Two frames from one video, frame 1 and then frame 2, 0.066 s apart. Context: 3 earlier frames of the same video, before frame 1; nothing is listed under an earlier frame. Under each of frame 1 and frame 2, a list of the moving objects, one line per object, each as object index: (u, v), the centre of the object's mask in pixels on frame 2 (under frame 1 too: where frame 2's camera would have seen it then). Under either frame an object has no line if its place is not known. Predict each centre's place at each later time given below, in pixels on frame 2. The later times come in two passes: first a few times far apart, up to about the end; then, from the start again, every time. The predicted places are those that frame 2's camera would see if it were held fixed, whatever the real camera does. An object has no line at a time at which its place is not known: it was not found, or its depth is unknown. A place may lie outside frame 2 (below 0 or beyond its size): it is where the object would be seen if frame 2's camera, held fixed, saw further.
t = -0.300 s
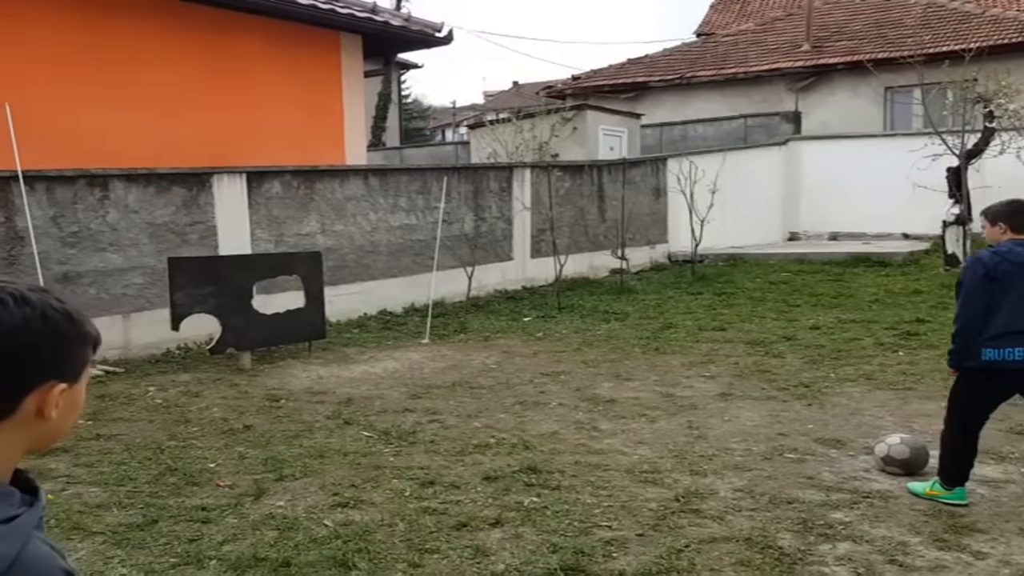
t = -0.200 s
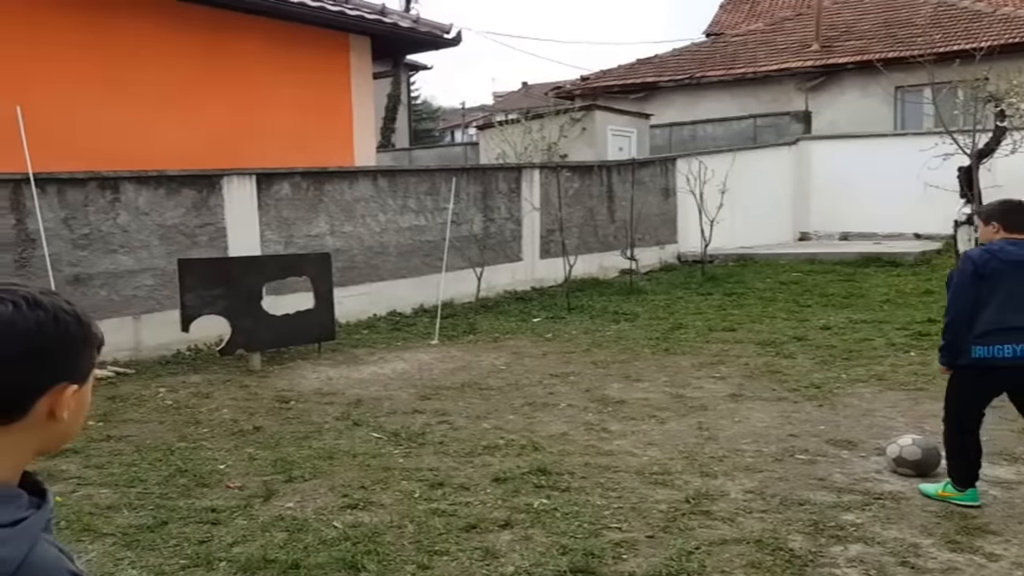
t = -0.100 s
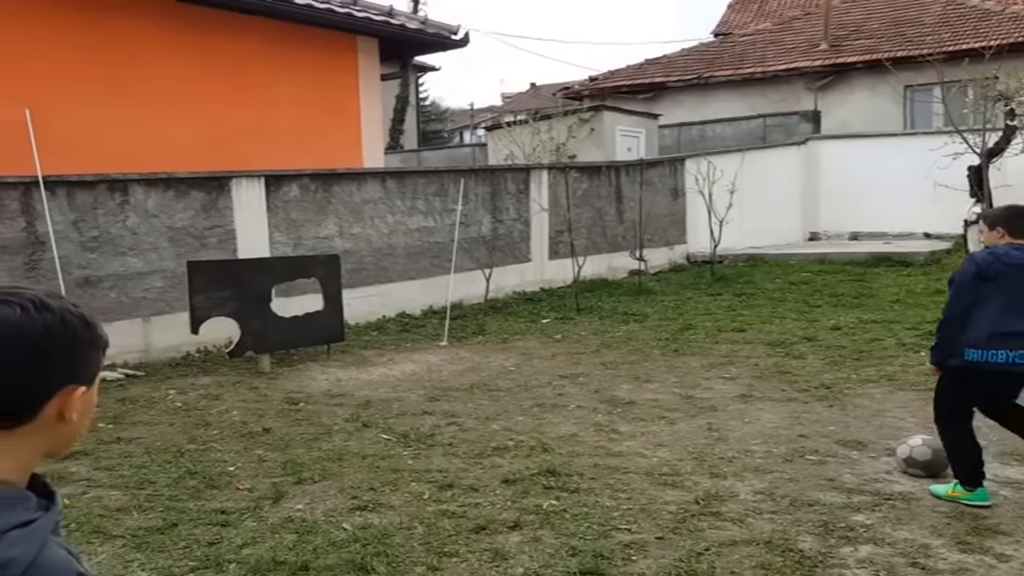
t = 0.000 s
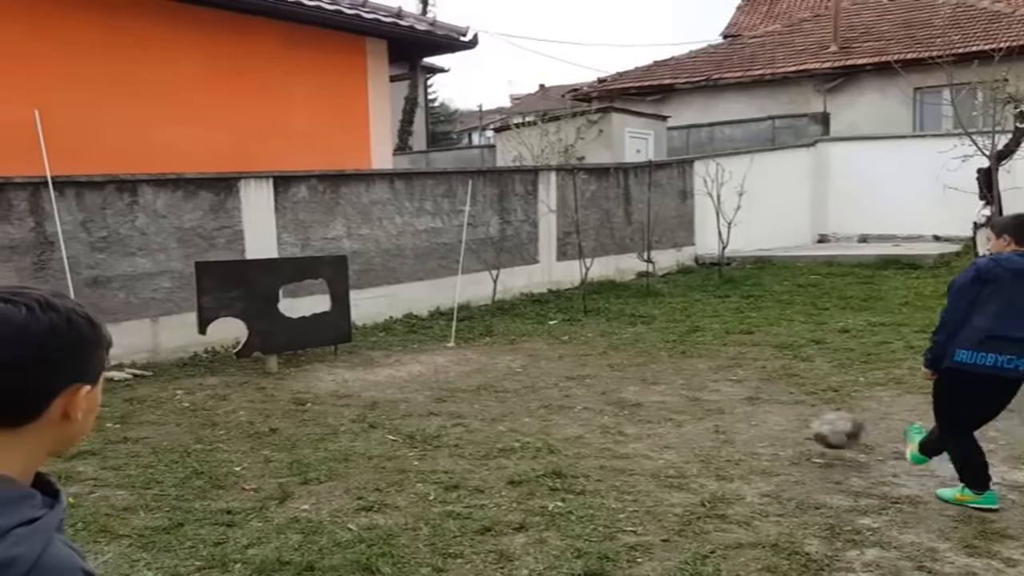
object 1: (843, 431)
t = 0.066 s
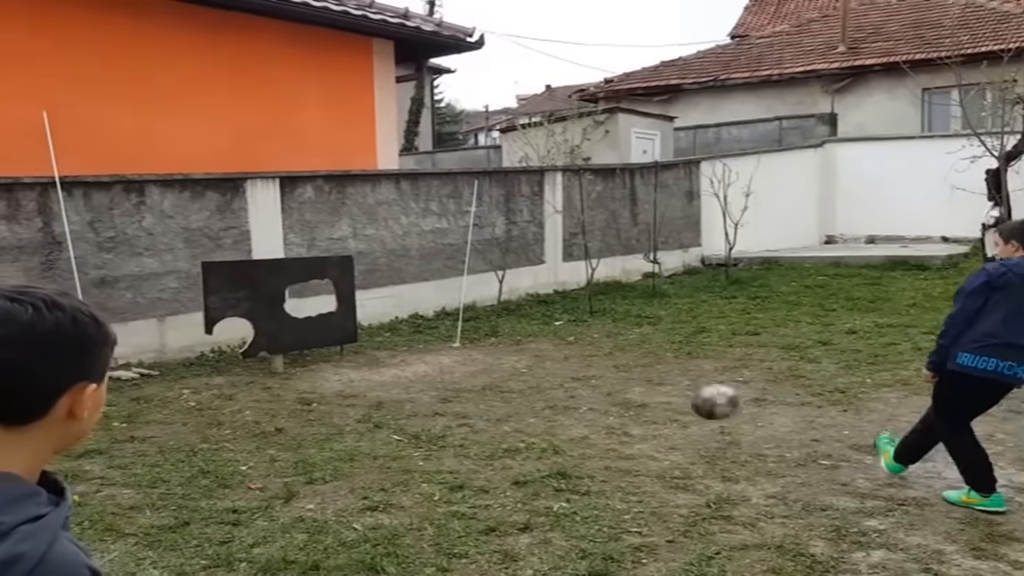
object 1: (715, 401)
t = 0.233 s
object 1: (469, 372)
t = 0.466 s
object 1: (253, 363)
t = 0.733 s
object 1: (103, 355)
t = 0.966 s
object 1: (157, 361)
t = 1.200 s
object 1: (218, 373)
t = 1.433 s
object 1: (266, 382)
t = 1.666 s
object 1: (307, 391)
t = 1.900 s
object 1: (348, 403)
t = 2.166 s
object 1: (390, 411)
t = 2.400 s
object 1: (431, 421)
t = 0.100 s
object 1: (658, 391)
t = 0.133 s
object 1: (606, 383)
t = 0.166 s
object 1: (558, 376)
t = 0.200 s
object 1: (511, 373)
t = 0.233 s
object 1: (469, 372)
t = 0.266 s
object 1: (428, 373)
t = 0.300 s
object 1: (391, 375)
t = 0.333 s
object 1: (357, 378)
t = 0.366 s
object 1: (323, 384)
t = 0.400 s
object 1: (296, 381)
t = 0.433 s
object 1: (273, 371)
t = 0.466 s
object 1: (253, 363)
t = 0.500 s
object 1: (231, 356)
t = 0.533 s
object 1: (211, 350)
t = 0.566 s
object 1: (192, 349)
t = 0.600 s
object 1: (171, 347)
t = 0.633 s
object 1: (151, 348)
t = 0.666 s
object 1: (133, 349)
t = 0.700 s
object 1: (116, 350)
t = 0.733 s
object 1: (103, 355)
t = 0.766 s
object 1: (102, 353)
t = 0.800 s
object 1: (108, 350)
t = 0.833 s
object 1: (117, 349)
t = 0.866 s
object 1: (128, 350)
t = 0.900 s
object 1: (138, 352)
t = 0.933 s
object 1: (149, 356)
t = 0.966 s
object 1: (157, 361)
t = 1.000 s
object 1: (170, 366)
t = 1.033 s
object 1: (181, 373)
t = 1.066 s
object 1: (192, 378)
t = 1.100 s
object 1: (198, 377)
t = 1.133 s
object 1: (204, 375)
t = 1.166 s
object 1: (211, 373)
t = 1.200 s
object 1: (218, 373)
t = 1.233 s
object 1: (226, 375)
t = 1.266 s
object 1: (232, 379)
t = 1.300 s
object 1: (240, 383)
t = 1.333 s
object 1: (247, 385)
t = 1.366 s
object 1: (256, 383)
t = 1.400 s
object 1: (262, 381)
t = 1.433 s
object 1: (266, 382)
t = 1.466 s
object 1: (271, 384)
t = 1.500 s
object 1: (277, 387)
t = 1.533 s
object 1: (283, 391)
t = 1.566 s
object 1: (289, 389)
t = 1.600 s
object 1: (295, 389)
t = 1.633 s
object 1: (301, 389)
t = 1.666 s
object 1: (307, 391)
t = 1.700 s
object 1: (312, 394)
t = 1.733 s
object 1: (317, 396)
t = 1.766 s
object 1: (324, 394)
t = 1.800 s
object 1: (330, 395)
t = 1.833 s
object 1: (338, 396)
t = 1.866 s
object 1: (342, 399)
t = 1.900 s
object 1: (348, 403)
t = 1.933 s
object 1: (353, 405)
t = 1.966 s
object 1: (359, 405)
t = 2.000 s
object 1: (364, 406)
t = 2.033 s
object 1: (369, 407)
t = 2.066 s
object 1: (375, 412)
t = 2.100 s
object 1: (380, 413)
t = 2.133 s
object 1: (386, 411)
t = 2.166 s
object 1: (390, 411)
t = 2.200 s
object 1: (397, 412)
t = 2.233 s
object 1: (404, 415)
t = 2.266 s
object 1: (410, 419)
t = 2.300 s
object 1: (415, 418)
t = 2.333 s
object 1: (421, 416)
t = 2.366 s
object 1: (426, 418)
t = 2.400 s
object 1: (431, 421)
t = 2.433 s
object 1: (438, 423)
